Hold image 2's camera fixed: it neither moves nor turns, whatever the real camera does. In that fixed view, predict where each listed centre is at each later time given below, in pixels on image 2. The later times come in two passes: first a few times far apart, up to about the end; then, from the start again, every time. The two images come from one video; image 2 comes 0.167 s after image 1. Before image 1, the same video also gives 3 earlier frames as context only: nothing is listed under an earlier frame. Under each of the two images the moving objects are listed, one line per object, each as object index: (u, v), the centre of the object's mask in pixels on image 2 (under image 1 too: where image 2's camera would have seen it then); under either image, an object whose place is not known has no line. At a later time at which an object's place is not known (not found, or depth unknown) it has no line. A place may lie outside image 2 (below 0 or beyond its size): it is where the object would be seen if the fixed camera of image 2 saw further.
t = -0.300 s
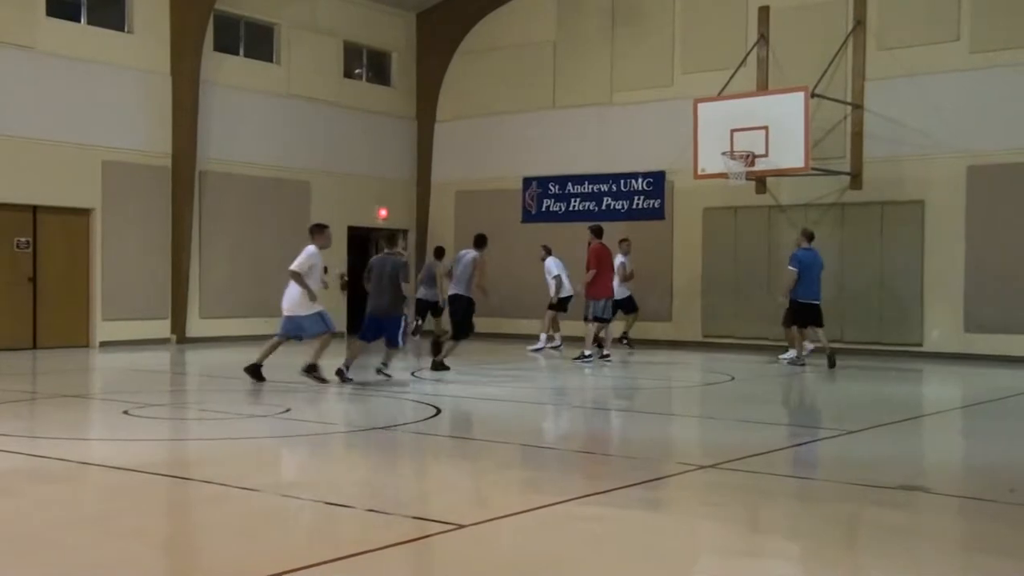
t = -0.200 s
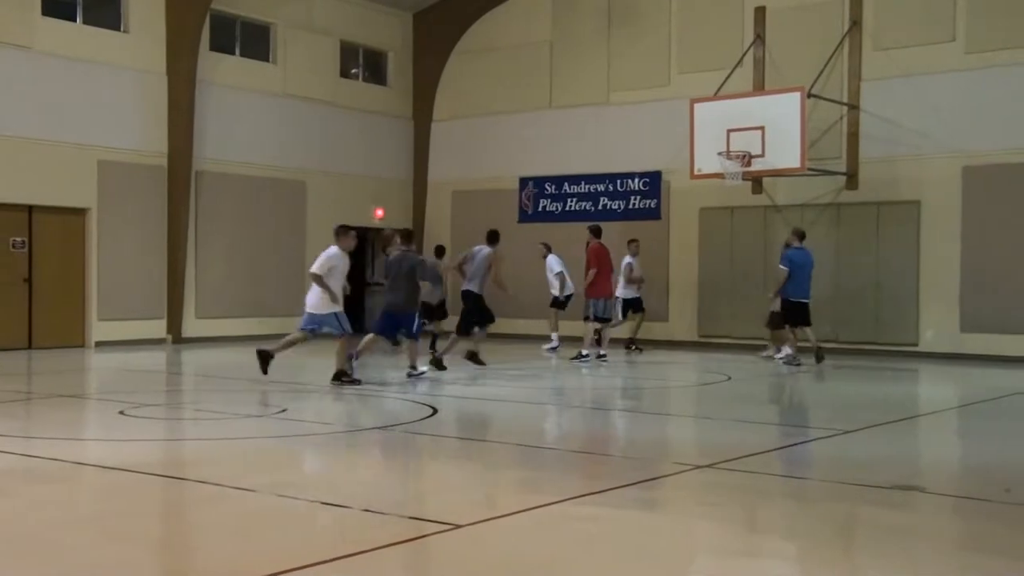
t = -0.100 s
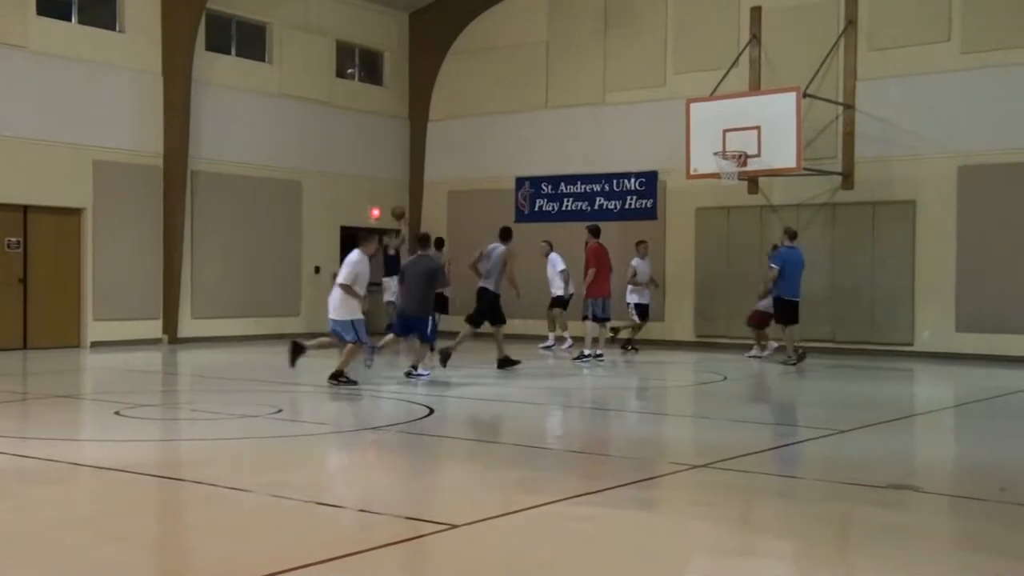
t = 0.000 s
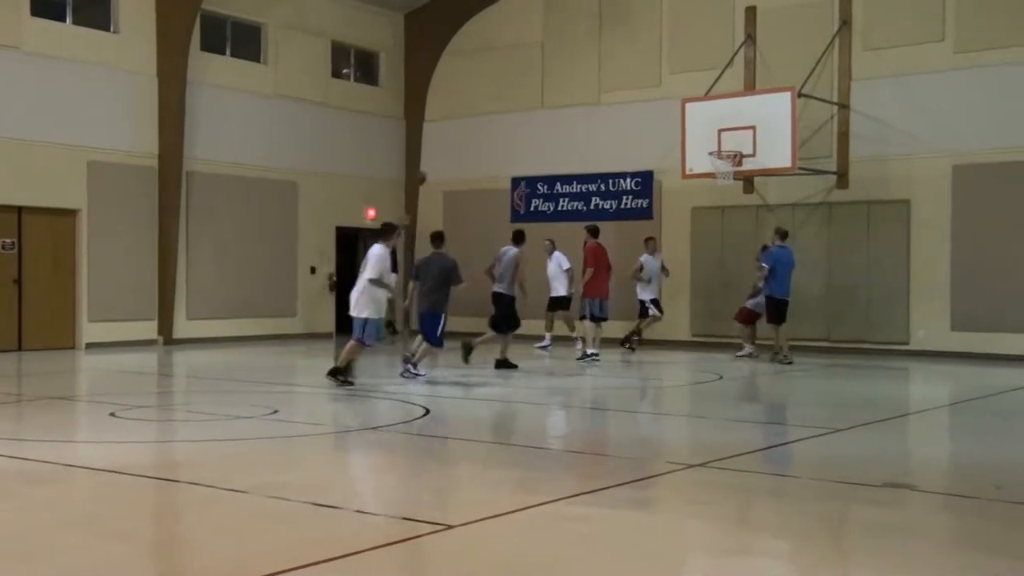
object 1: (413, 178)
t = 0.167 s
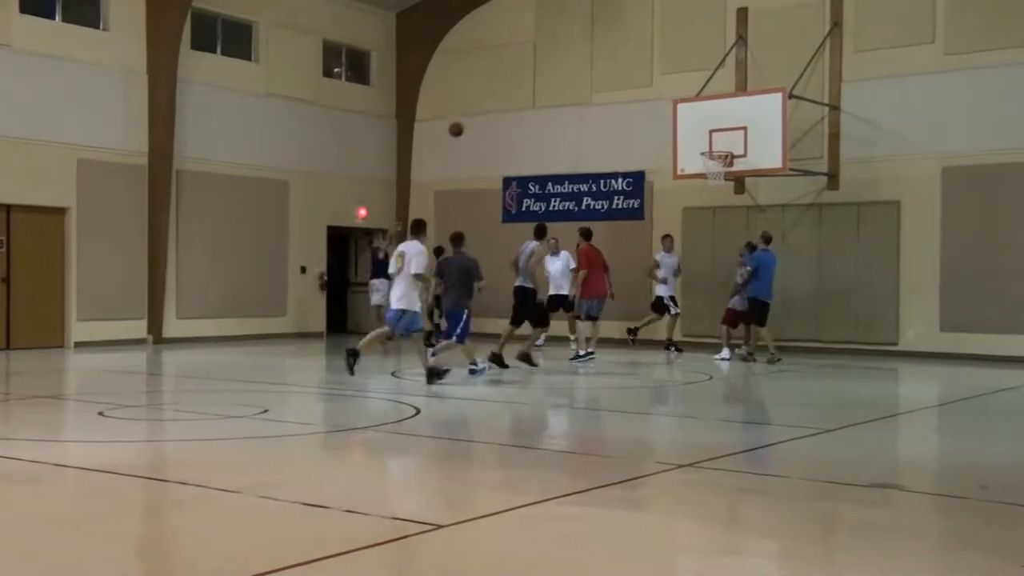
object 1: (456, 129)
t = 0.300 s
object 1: (493, 103)
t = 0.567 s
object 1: (568, 80)
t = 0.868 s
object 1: (657, 108)
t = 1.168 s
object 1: (711, 124)
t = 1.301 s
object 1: (717, 117)
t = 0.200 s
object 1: (465, 121)
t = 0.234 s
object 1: (474, 115)
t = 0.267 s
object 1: (483, 108)
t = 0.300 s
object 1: (493, 103)
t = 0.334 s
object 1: (502, 97)
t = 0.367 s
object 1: (511, 93)
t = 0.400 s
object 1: (520, 89)
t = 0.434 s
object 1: (530, 86)
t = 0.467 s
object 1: (539, 83)
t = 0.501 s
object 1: (548, 81)
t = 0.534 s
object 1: (558, 80)
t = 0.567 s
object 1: (568, 80)
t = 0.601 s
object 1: (578, 80)
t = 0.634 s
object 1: (588, 81)
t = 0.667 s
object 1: (597, 83)
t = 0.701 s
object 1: (607, 85)
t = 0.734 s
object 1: (617, 88)
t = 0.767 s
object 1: (627, 92)
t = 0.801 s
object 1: (637, 96)
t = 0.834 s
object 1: (647, 102)
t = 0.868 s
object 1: (657, 108)
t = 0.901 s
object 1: (668, 115)
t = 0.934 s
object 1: (678, 122)
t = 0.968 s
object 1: (688, 131)
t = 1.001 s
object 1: (699, 141)
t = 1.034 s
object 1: (705, 143)
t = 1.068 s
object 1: (706, 138)
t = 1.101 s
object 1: (708, 132)
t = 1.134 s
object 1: (709, 128)
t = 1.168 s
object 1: (711, 124)
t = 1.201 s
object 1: (713, 121)
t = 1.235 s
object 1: (714, 119)
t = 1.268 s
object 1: (715, 118)
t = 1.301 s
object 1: (717, 117)
